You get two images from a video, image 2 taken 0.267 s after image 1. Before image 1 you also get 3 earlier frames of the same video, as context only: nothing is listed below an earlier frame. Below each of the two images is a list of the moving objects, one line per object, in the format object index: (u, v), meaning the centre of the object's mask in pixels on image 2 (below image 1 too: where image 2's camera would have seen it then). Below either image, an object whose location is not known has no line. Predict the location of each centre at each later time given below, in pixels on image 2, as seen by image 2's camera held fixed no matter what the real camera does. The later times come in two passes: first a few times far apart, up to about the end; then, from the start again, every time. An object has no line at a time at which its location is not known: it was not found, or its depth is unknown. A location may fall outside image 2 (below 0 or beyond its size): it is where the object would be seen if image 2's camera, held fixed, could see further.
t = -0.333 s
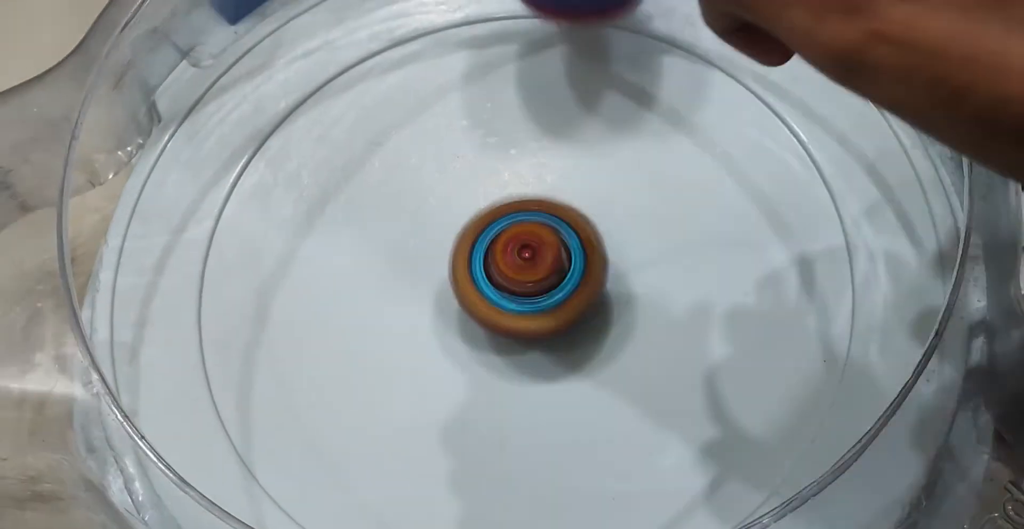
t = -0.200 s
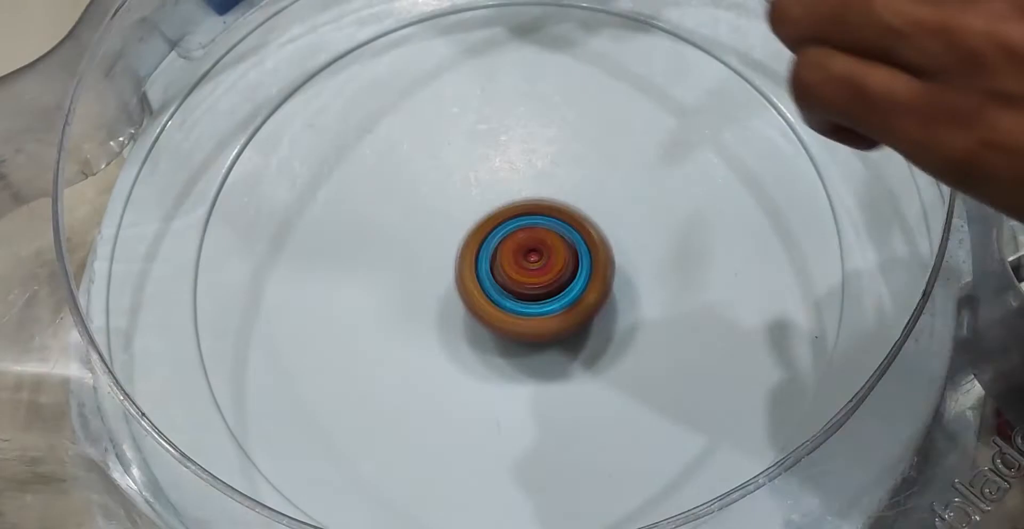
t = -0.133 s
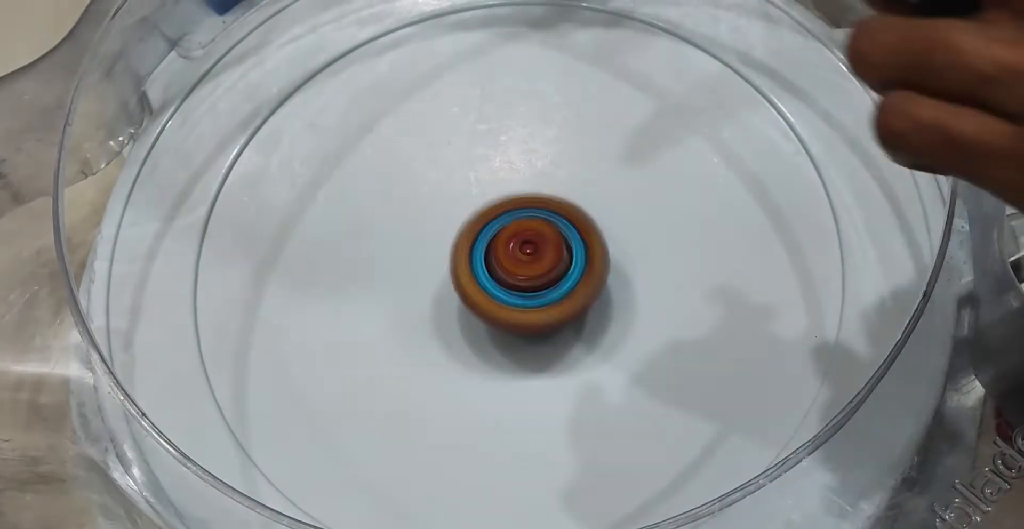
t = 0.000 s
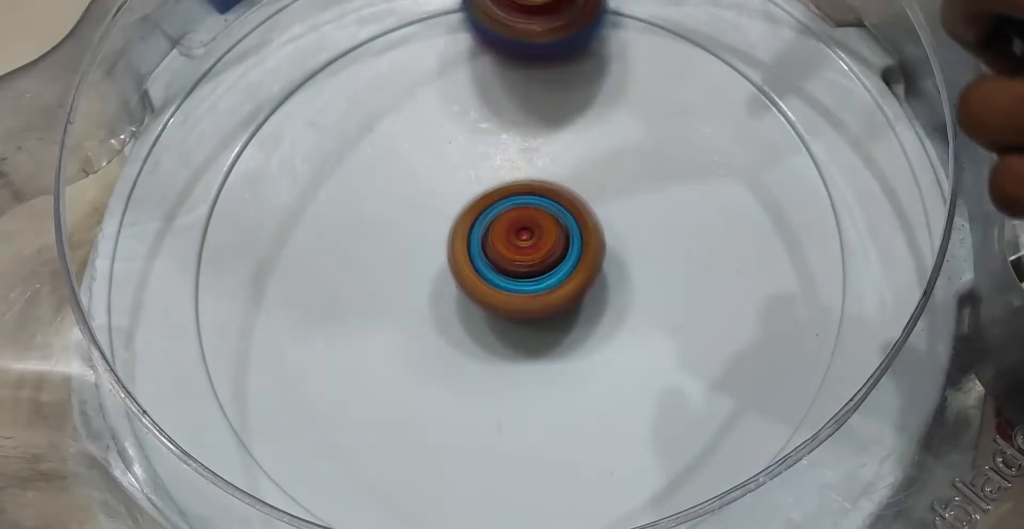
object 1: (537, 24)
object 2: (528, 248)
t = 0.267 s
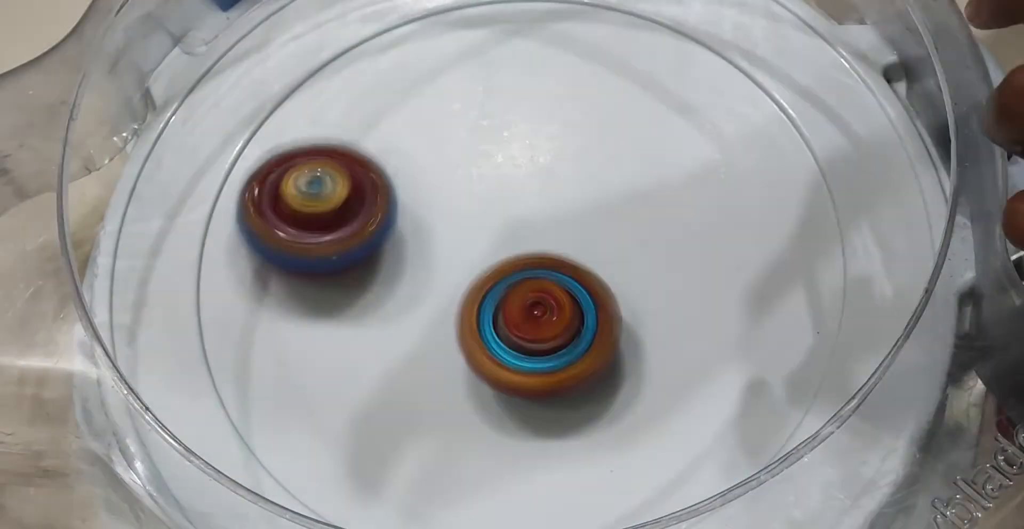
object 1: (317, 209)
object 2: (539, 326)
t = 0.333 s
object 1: (251, 256)
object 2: (530, 322)
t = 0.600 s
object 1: (473, 438)
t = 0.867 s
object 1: (765, 287)
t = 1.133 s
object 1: (626, 116)
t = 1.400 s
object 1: (310, 178)
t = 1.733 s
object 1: (580, 456)
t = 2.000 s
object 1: (736, 95)
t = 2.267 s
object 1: (372, 38)
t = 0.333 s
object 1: (251, 256)
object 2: (530, 322)
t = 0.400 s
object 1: (202, 321)
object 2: (525, 309)
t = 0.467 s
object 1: (274, 382)
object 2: (523, 294)
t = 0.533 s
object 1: (366, 433)
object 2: (517, 277)
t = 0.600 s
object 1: (473, 438)
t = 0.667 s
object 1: (577, 401)
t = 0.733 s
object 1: (674, 395)
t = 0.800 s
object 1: (741, 355)
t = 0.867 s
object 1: (765, 287)
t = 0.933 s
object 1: (745, 202)
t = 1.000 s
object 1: (693, 117)
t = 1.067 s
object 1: (671, 113)
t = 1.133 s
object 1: (626, 116)
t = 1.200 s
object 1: (563, 121)
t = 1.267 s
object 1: (487, 125)
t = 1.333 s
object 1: (395, 135)
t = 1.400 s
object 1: (310, 178)
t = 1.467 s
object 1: (260, 250)
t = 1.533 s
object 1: (263, 342)
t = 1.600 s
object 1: (329, 430)
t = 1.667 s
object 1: (448, 465)
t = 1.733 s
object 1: (580, 456)
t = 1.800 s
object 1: (690, 393)
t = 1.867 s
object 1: (752, 297)
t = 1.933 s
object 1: (766, 191)
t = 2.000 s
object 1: (736, 95)
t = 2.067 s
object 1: (671, 39)
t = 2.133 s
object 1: (582, 21)
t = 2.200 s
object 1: (473, 22)
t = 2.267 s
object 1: (372, 38)
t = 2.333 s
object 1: (289, 76)
